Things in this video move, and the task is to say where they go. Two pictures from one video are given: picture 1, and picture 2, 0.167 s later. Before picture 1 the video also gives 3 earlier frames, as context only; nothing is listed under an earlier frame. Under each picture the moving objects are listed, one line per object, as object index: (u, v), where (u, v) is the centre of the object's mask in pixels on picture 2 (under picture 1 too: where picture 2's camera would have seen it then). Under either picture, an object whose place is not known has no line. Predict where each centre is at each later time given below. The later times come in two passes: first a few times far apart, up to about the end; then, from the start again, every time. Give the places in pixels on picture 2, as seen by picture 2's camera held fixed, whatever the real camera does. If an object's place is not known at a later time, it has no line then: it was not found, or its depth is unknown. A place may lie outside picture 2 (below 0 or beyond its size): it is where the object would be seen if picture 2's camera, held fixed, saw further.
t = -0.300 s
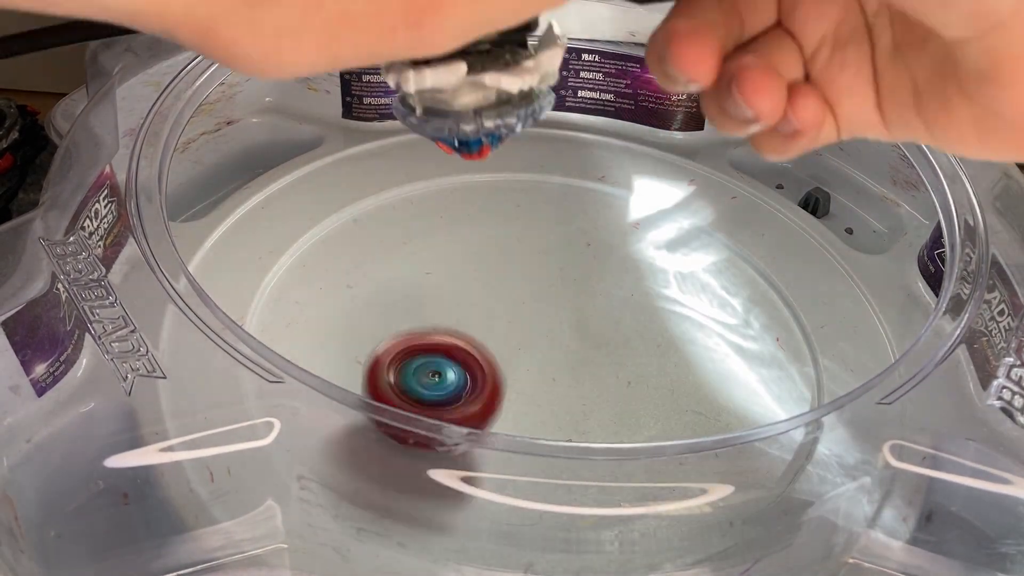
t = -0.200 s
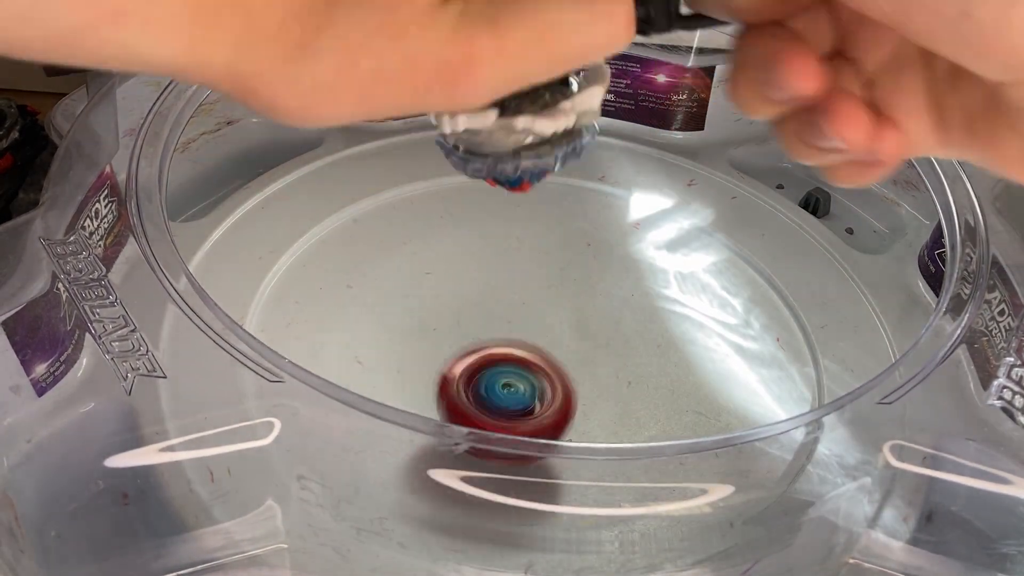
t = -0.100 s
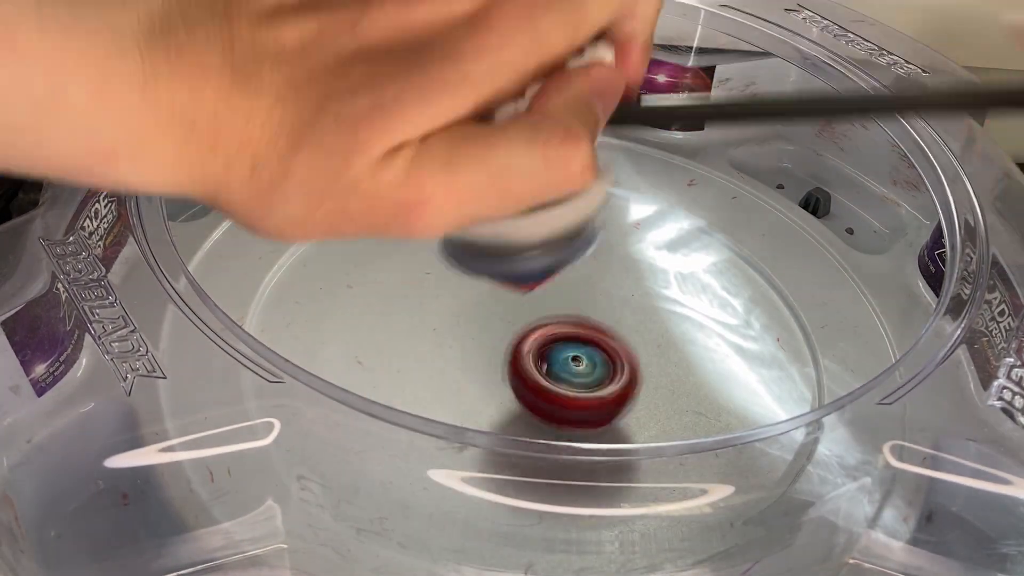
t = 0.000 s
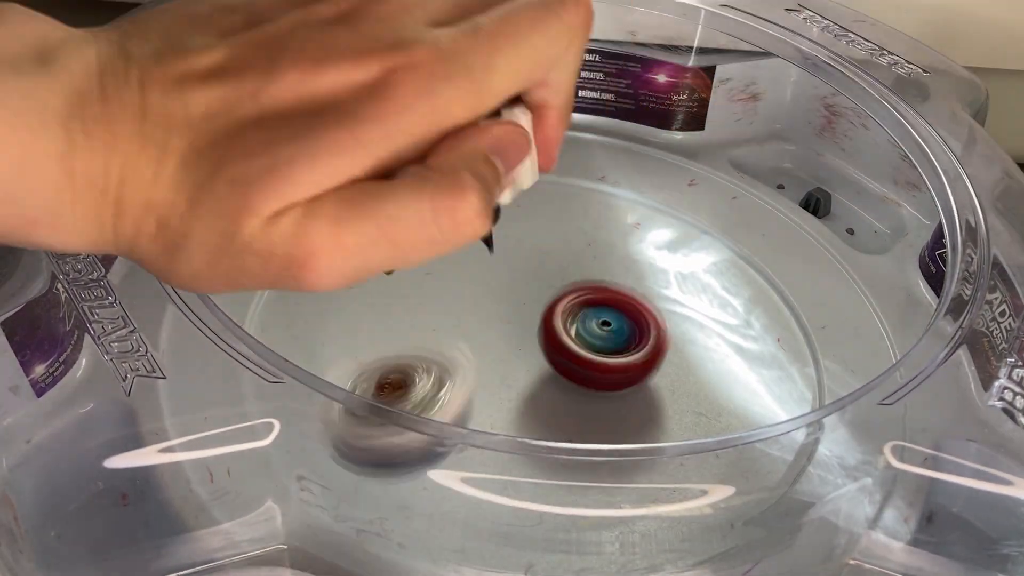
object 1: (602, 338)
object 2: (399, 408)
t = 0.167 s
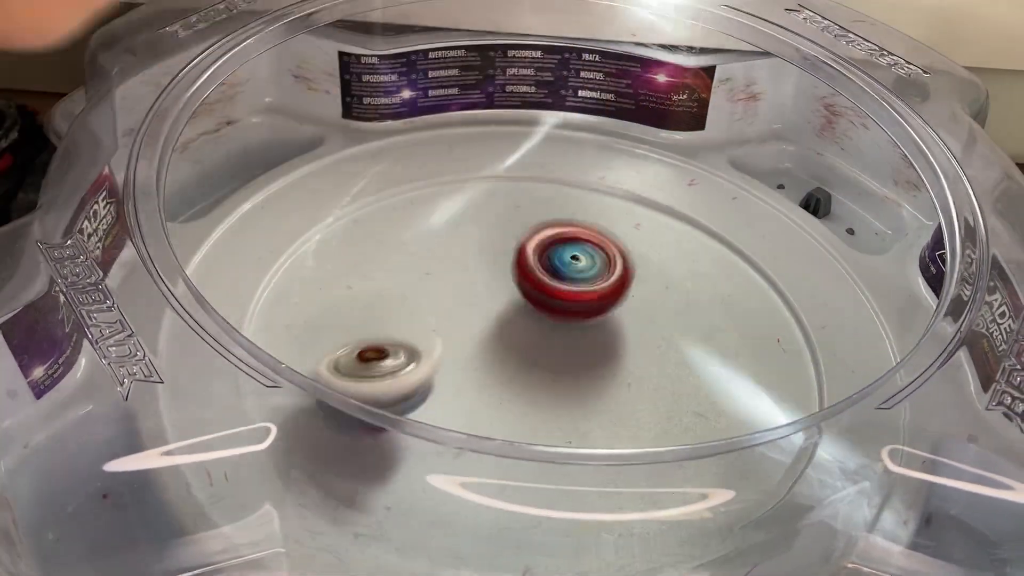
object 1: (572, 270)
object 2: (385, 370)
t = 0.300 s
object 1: (520, 248)
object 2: (425, 317)
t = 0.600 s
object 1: (488, 262)
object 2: (401, 330)
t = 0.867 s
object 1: (611, 278)
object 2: (277, 358)
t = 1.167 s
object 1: (599, 259)
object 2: (409, 331)
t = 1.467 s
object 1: (713, 335)
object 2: (307, 192)
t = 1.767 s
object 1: (694, 305)
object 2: (310, 161)
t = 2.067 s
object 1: (544, 374)
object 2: (482, 237)
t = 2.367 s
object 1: (491, 416)
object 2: (676, 331)
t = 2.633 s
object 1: (472, 425)
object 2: (679, 329)
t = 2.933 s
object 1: (467, 342)
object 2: (601, 318)
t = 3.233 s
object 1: (412, 284)
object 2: (715, 372)
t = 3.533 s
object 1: (436, 278)
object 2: (731, 395)
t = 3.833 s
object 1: (550, 267)
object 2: (649, 441)
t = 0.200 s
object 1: (556, 262)
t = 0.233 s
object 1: (540, 257)
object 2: (408, 344)
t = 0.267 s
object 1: (521, 253)
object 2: (427, 326)
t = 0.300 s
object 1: (520, 248)
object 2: (425, 317)
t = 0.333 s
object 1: (523, 242)
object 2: (416, 315)
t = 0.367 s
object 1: (523, 240)
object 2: (410, 312)
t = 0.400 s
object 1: (518, 240)
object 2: (404, 312)
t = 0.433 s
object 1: (510, 241)
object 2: (400, 313)
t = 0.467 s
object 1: (503, 242)
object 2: (398, 314)
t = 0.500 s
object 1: (497, 244)
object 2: (397, 316)
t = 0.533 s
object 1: (491, 248)
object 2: (398, 320)
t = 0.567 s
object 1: (489, 255)
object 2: (399, 323)
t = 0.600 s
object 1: (488, 262)
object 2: (401, 330)
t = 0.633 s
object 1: (502, 267)
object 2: (383, 341)
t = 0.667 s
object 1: (520, 272)
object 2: (360, 348)
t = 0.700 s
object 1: (536, 276)
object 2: (343, 349)
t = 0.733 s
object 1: (553, 280)
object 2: (327, 349)
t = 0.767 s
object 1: (570, 282)
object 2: (312, 356)
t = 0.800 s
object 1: (586, 282)
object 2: (294, 360)
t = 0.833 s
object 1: (601, 281)
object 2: (283, 360)
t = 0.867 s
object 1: (611, 278)
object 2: (277, 358)
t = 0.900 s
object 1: (621, 275)
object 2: (285, 362)
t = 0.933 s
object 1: (626, 270)
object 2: (296, 364)
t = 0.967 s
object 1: (629, 264)
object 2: (312, 361)
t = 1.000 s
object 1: (630, 259)
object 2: (324, 356)
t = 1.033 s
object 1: (628, 255)
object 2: (341, 349)
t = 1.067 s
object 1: (625, 252)
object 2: (356, 347)
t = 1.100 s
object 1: (616, 252)
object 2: (374, 346)
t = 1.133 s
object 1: (609, 254)
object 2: (391, 337)
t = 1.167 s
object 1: (599, 259)
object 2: (409, 331)
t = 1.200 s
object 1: (591, 265)
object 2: (425, 321)
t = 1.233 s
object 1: (583, 276)
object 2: (439, 311)
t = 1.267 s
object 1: (577, 289)
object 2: (454, 301)
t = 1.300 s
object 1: (605, 304)
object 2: (427, 283)
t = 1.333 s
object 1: (636, 319)
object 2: (394, 258)
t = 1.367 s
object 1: (663, 328)
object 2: (363, 239)
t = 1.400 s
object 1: (682, 335)
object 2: (338, 218)
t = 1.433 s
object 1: (699, 334)
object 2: (321, 199)
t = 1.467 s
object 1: (713, 335)
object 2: (307, 192)
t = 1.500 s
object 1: (723, 330)
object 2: (298, 184)
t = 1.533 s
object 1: (730, 326)
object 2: (291, 178)
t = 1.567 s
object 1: (734, 320)
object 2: (286, 172)
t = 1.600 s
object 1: (738, 314)
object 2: (286, 169)
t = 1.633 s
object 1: (738, 310)
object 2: (287, 165)
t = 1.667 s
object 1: (735, 305)
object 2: (292, 163)
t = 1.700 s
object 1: (726, 303)
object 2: (294, 162)
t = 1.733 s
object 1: (713, 303)
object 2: (301, 160)
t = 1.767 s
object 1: (694, 305)
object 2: (310, 161)
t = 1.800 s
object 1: (673, 310)
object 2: (320, 161)
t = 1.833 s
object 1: (650, 316)
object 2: (334, 164)
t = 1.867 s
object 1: (629, 325)
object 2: (350, 168)
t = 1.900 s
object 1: (611, 333)
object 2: (368, 171)
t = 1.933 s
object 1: (592, 342)
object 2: (388, 183)
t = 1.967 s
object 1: (577, 350)
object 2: (406, 192)
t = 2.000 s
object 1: (563, 357)
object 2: (430, 202)
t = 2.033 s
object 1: (553, 367)
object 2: (456, 217)
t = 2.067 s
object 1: (544, 374)
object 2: (482, 237)
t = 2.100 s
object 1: (537, 384)
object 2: (509, 251)
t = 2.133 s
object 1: (531, 387)
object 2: (536, 265)
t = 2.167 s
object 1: (525, 392)
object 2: (561, 279)
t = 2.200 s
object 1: (519, 395)
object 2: (585, 290)
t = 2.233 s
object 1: (513, 397)
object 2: (609, 302)
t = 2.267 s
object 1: (507, 399)
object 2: (630, 311)
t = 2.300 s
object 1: (503, 401)
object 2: (647, 318)
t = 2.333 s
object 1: (496, 414)
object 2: (662, 325)
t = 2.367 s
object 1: (491, 416)
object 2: (676, 331)
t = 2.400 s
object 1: (485, 418)
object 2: (686, 337)
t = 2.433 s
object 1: (480, 420)
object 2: (692, 339)
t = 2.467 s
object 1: (476, 421)
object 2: (696, 338)
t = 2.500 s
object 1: (473, 424)
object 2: (699, 339)
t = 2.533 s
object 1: (469, 427)
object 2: (697, 338)
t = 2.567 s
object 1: (468, 428)
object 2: (694, 337)
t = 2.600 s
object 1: (469, 427)
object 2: (686, 333)
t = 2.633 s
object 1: (472, 425)
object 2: (679, 329)
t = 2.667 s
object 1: (475, 420)
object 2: (669, 327)
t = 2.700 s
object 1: (477, 415)
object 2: (659, 323)
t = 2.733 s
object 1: (478, 408)
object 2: (648, 324)
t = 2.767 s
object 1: (481, 391)
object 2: (633, 321)
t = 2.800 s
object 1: (480, 385)
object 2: (619, 319)
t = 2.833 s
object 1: (479, 376)
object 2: (610, 317)
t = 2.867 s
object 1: (478, 365)
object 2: (603, 317)
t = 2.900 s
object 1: (474, 354)
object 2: (601, 314)
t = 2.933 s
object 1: (467, 342)
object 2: (601, 318)
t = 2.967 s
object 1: (456, 331)
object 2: (608, 326)
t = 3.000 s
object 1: (447, 322)
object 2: (619, 333)
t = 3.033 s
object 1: (440, 315)
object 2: (634, 340)
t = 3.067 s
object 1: (434, 308)
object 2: (648, 347)
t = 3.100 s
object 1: (429, 302)
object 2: (665, 353)
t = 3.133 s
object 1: (423, 297)
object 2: (679, 361)
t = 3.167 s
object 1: (419, 292)
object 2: (692, 366)
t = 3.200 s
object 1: (416, 287)
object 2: (704, 369)
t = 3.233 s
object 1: (412, 284)
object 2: (715, 372)
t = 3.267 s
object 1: (411, 280)
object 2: (723, 375)
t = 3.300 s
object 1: (409, 276)
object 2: (737, 372)
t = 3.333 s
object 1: (407, 274)
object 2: (743, 374)
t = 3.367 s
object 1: (407, 273)
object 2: (745, 374)
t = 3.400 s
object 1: (409, 272)
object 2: (746, 376)
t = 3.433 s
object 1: (412, 274)
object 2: (741, 384)
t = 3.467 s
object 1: (417, 275)
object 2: (739, 387)
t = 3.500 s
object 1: (426, 277)
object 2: (741, 386)
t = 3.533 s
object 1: (436, 278)
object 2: (731, 395)
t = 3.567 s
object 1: (448, 280)
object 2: (726, 399)
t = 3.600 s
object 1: (463, 280)
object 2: (716, 404)
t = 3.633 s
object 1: (478, 278)
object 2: (709, 407)
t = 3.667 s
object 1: (492, 278)
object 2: (705, 422)
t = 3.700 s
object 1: (504, 276)
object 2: (697, 428)
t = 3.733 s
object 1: (517, 274)
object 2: (688, 431)
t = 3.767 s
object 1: (529, 272)
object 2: (672, 435)
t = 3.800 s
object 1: (540, 270)
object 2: (661, 438)
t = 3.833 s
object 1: (550, 267)
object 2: (649, 441)
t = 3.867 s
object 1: (559, 265)
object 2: (634, 443)
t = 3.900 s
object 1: (567, 264)
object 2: (621, 445)
